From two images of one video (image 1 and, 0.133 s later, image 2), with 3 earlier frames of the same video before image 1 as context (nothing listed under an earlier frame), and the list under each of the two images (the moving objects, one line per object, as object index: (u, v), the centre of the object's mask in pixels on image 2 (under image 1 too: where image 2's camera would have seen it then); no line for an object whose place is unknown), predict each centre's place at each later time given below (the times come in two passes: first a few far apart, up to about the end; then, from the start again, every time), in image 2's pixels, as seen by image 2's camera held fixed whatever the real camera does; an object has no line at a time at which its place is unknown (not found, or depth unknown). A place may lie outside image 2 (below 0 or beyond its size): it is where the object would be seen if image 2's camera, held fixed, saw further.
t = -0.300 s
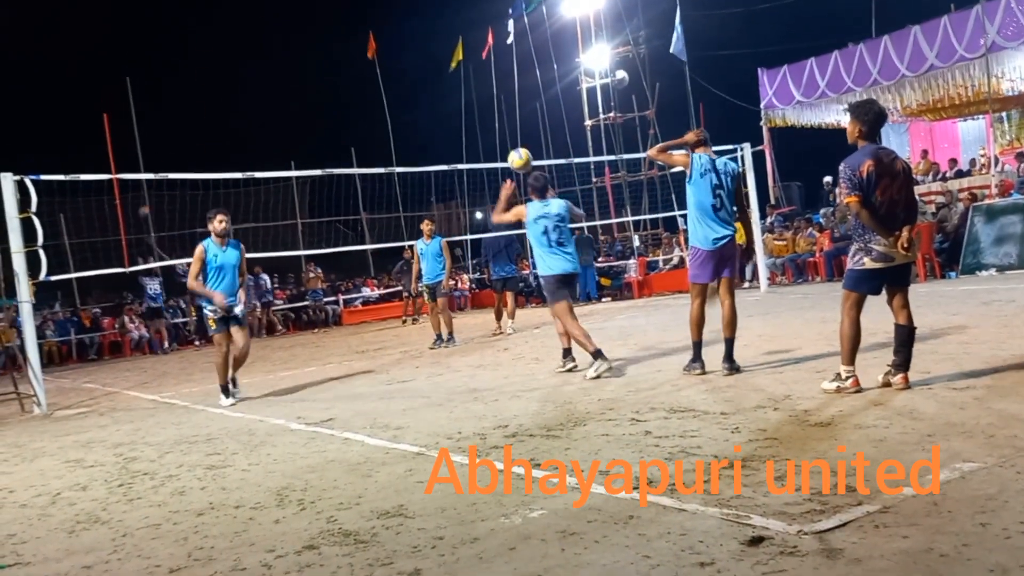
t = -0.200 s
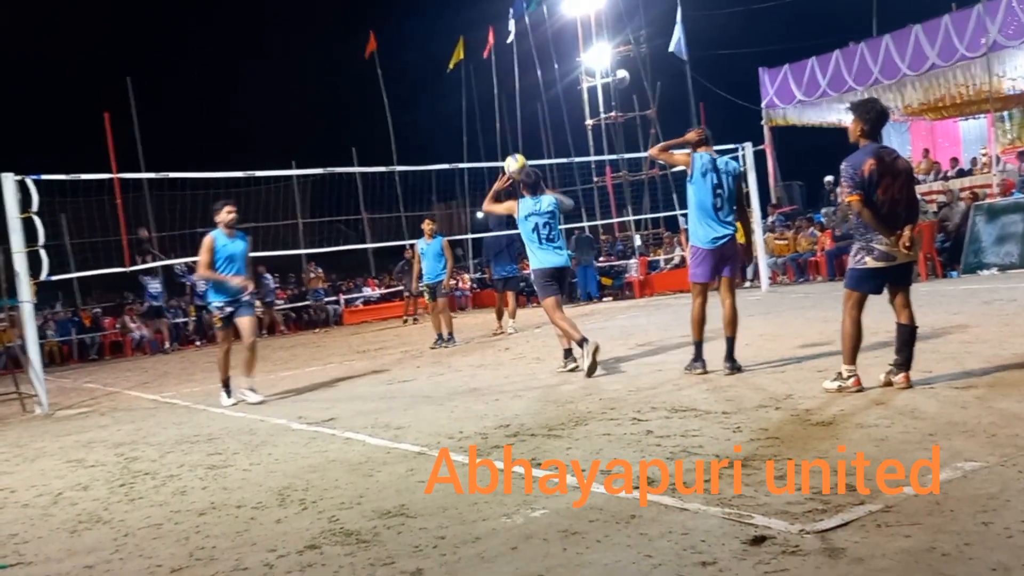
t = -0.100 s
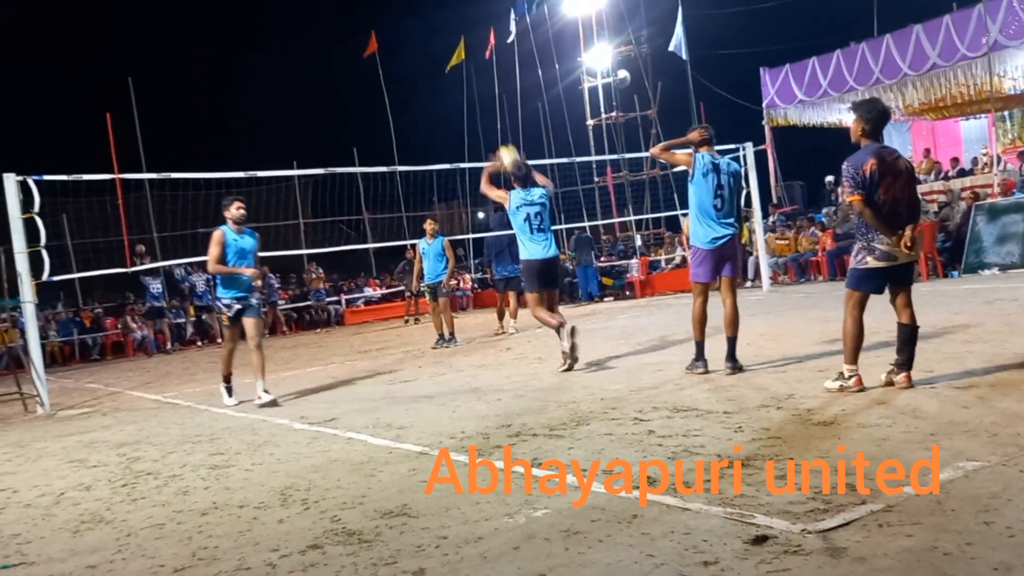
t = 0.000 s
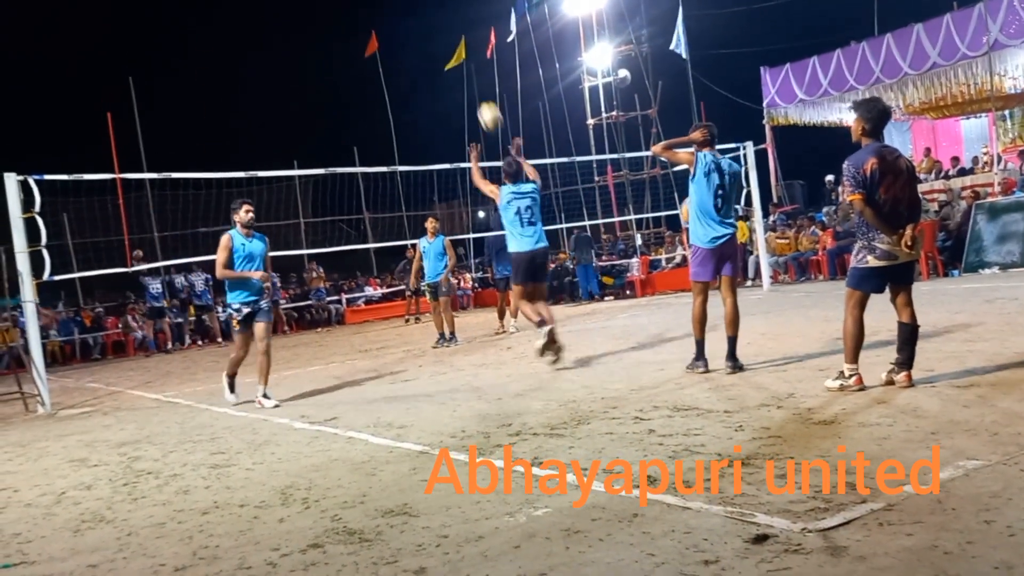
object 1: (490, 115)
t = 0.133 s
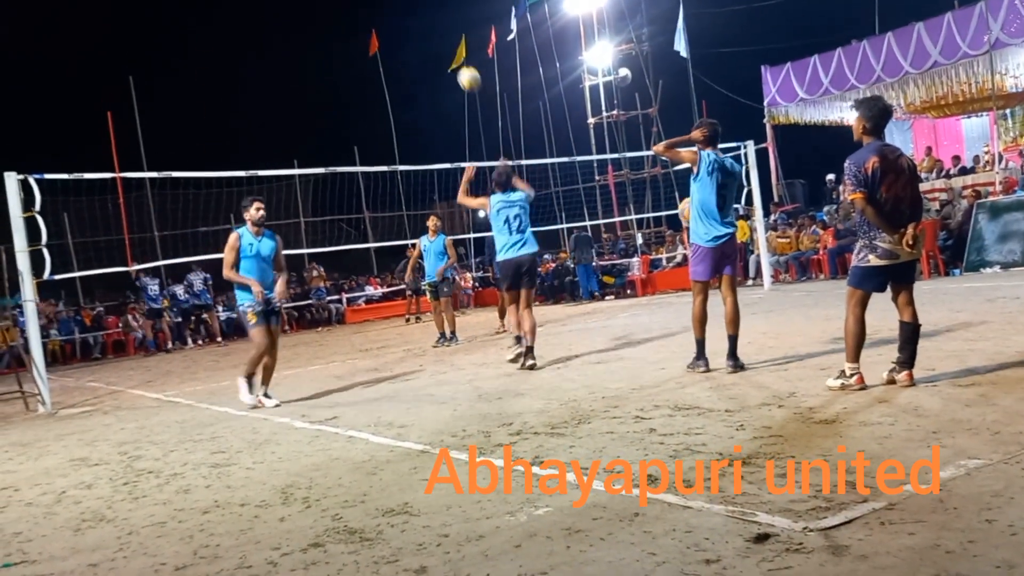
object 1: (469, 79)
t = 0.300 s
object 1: (447, 62)
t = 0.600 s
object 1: (423, 95)
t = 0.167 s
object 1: (464, 73)
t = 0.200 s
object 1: (460, 69)
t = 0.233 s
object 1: (455, 65)
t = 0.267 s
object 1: (451, 63)
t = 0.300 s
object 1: (447, 62)
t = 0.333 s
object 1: (444, 62)
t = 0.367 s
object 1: (440, 63)
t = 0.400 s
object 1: (437, 65)
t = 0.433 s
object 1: (434, 68)
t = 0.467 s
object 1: (432, 71)
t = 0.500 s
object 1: (429, 76)
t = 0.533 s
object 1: (427, 82)
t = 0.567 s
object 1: (425, 88)
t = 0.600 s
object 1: (423, 95)
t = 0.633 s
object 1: (421, 103)
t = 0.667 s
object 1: (420, 111)
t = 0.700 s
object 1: (418, 121)
